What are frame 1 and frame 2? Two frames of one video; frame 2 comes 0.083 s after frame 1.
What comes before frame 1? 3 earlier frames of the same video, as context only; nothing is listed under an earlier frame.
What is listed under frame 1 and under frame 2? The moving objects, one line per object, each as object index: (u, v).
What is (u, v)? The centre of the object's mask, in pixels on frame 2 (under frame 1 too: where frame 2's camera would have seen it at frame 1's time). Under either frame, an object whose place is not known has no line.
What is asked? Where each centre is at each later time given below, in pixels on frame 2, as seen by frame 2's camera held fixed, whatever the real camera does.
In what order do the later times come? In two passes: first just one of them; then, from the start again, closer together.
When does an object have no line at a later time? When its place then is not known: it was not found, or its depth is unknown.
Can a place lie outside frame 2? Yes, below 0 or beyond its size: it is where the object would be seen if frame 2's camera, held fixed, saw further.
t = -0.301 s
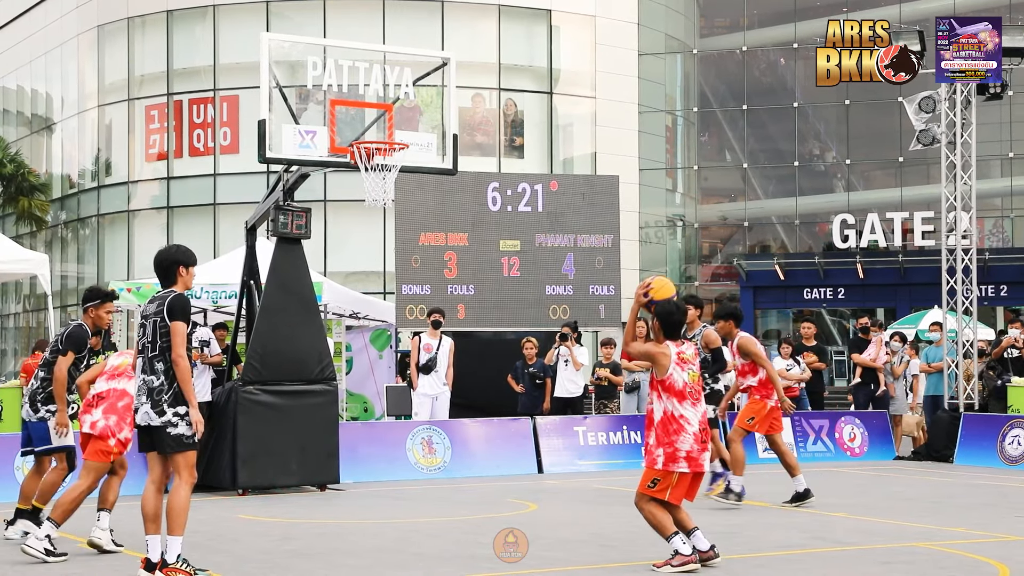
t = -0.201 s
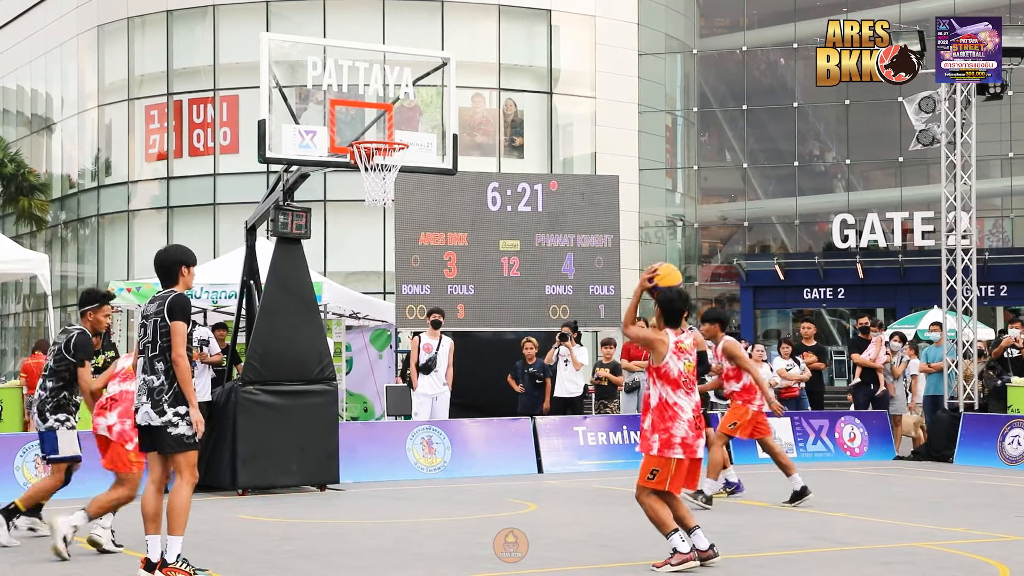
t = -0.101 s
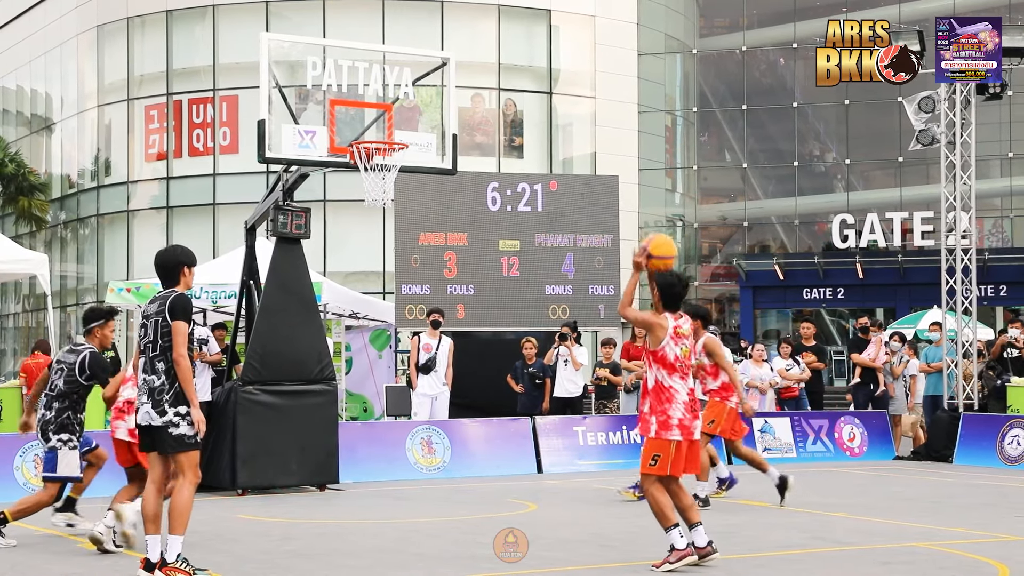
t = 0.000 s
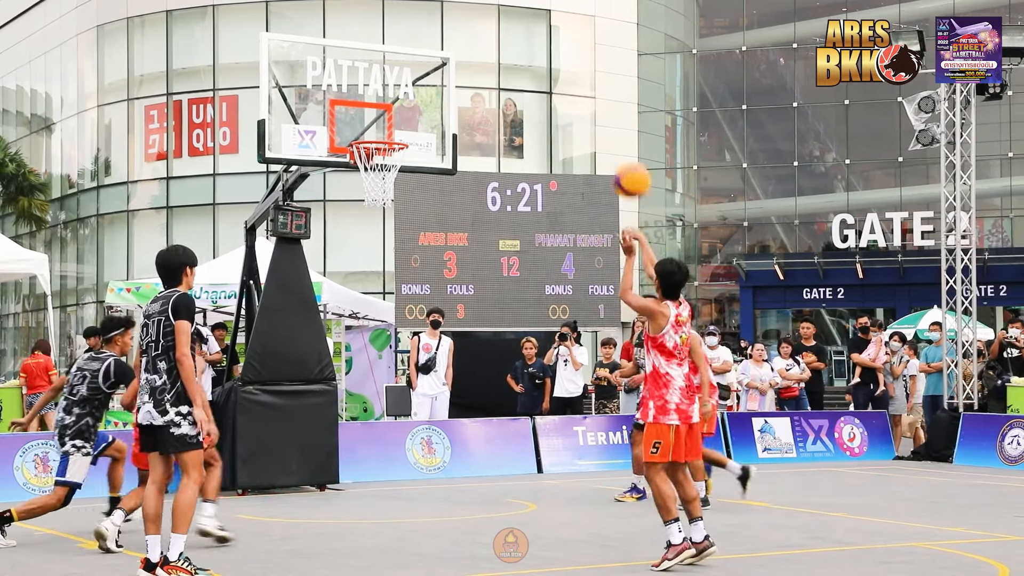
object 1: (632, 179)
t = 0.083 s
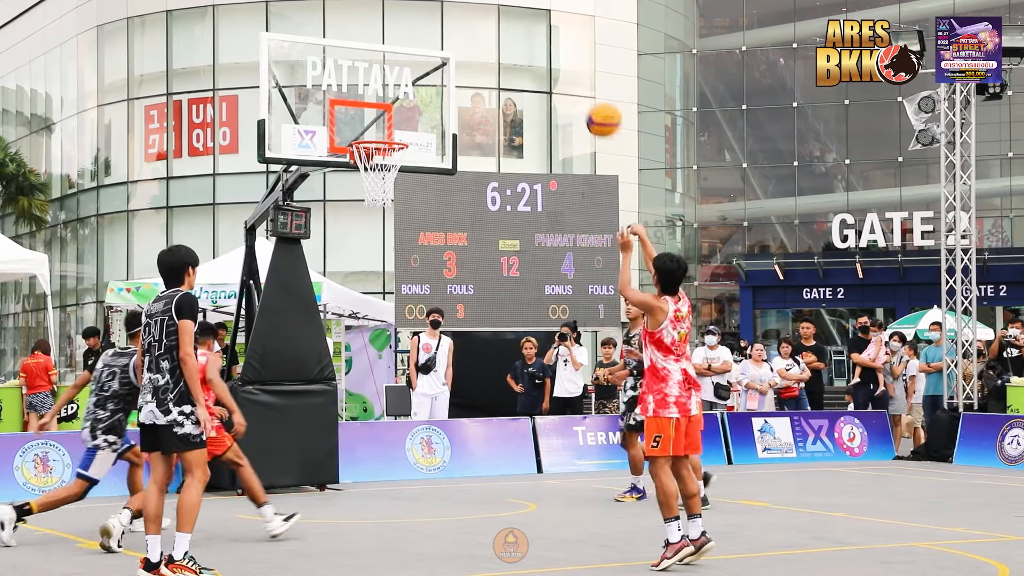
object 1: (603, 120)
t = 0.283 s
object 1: (544, 25)
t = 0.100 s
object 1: (598, 109)
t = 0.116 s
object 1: (593, 100)
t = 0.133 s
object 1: (588, 90)
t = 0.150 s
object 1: (583, 81)
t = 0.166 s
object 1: (578, 72)
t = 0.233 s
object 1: (558, 43)
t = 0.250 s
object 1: (553, 37)
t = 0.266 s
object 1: (548, 31)
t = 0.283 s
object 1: (544, 25)
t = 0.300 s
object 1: (539, 21)
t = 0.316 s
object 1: (535, 16)
